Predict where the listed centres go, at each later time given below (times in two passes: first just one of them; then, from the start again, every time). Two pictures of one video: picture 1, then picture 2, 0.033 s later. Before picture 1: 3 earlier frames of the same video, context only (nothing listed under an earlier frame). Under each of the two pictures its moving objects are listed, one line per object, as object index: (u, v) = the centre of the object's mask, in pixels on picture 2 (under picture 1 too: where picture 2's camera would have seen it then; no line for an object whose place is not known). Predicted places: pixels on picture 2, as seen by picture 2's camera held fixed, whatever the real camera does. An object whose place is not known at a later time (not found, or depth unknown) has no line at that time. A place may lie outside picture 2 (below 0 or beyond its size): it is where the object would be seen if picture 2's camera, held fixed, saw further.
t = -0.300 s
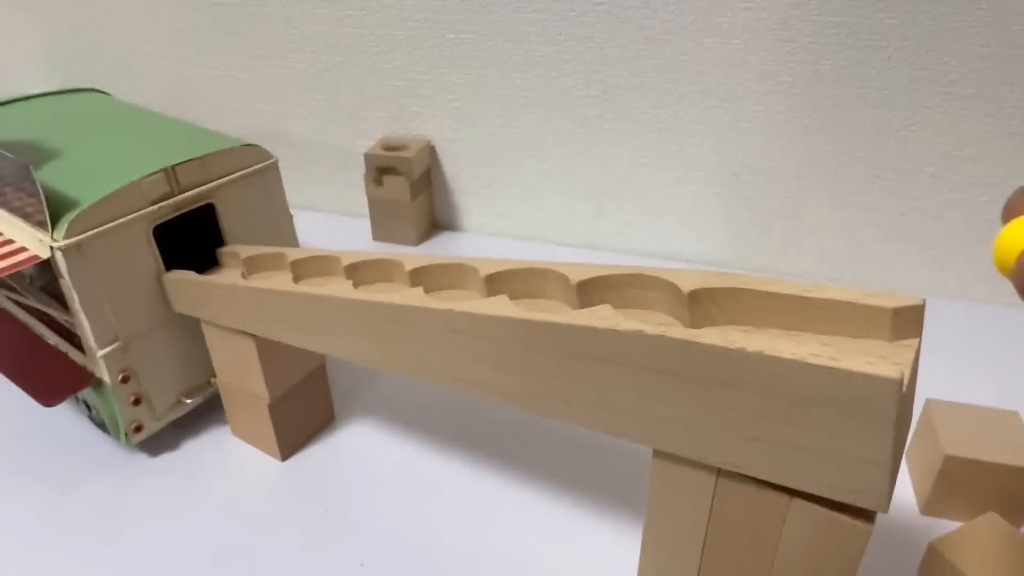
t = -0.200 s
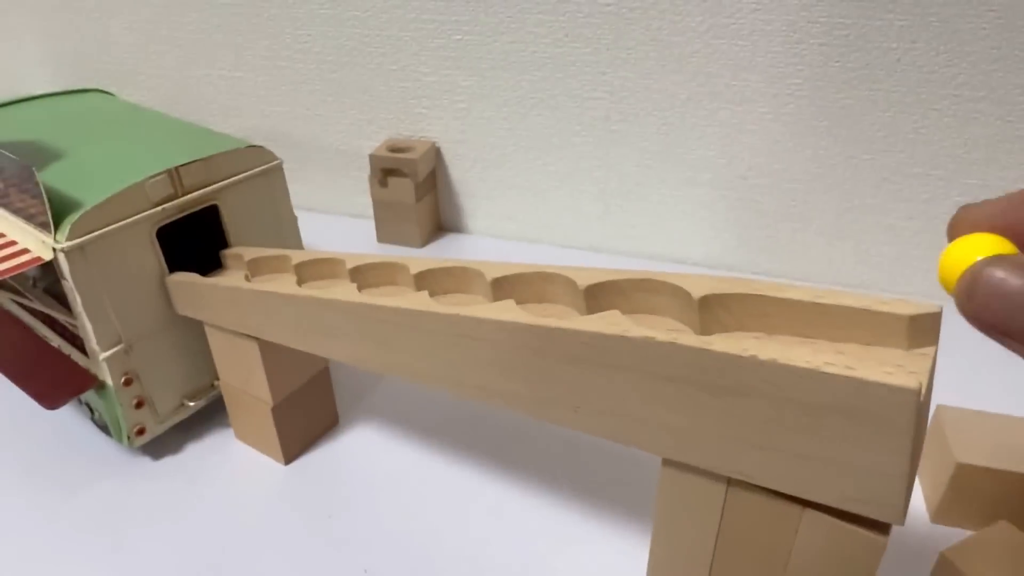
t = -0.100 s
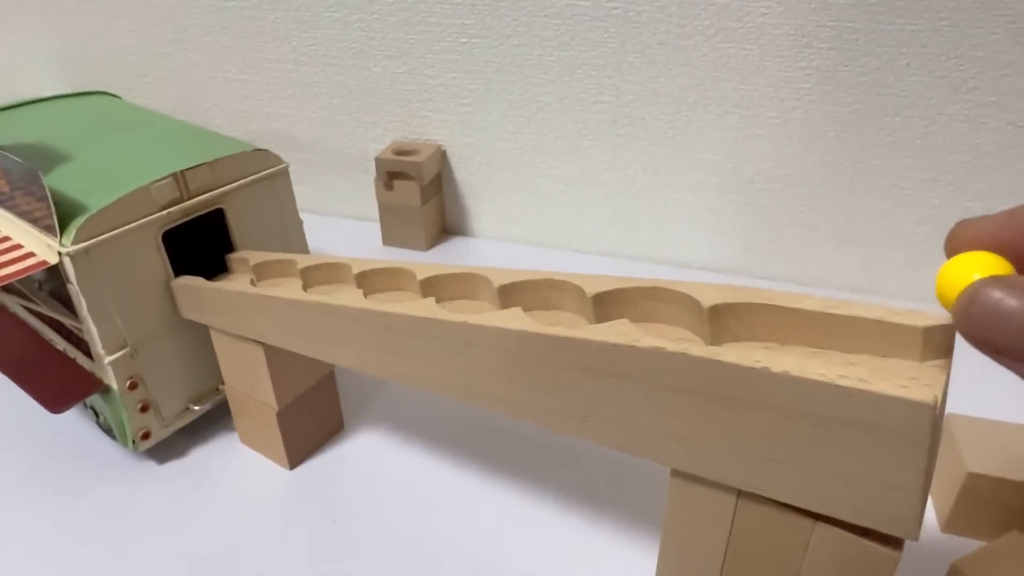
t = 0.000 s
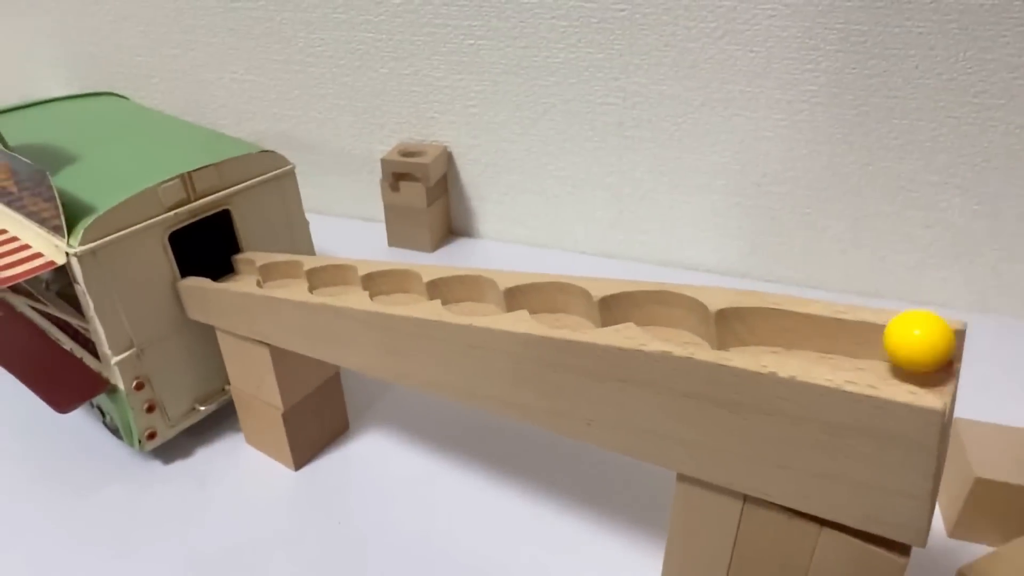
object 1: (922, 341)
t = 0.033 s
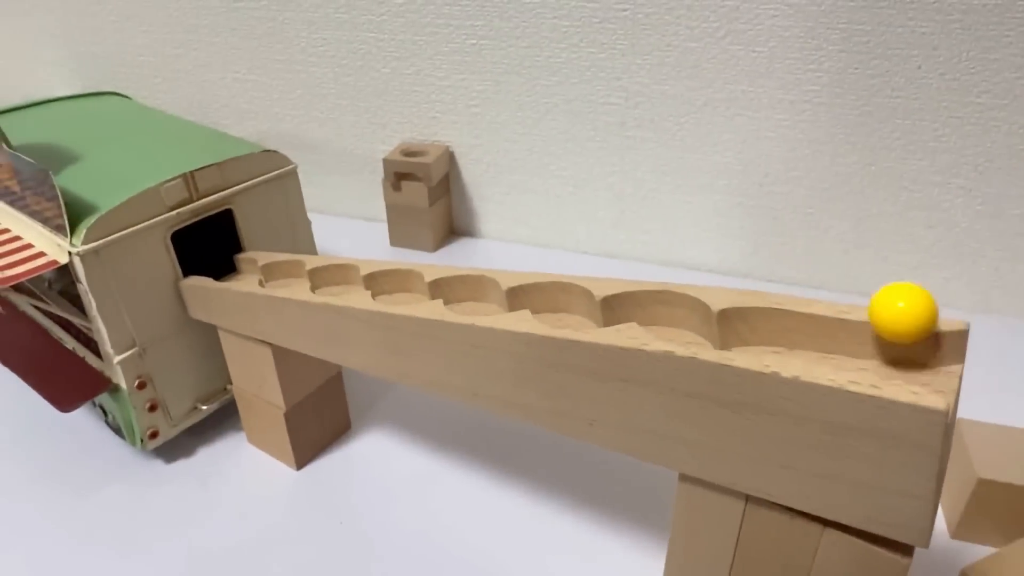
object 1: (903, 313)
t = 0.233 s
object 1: (679, 326)
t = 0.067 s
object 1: (873, 316)
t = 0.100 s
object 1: (832, 342)
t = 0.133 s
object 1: (791, 329)
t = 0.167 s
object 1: (746, 331)
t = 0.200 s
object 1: (698, 328)
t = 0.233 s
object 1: (679, 326)
